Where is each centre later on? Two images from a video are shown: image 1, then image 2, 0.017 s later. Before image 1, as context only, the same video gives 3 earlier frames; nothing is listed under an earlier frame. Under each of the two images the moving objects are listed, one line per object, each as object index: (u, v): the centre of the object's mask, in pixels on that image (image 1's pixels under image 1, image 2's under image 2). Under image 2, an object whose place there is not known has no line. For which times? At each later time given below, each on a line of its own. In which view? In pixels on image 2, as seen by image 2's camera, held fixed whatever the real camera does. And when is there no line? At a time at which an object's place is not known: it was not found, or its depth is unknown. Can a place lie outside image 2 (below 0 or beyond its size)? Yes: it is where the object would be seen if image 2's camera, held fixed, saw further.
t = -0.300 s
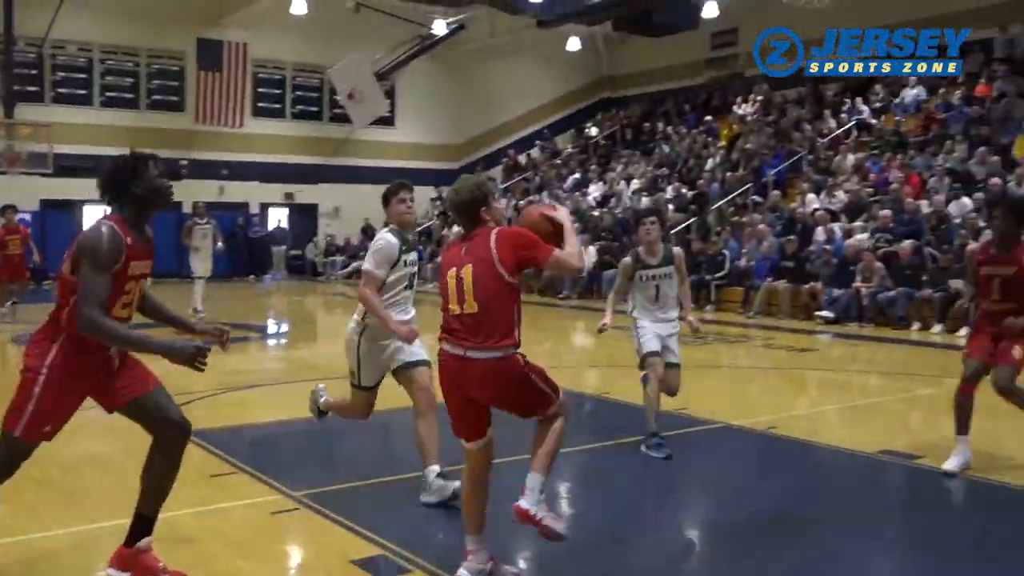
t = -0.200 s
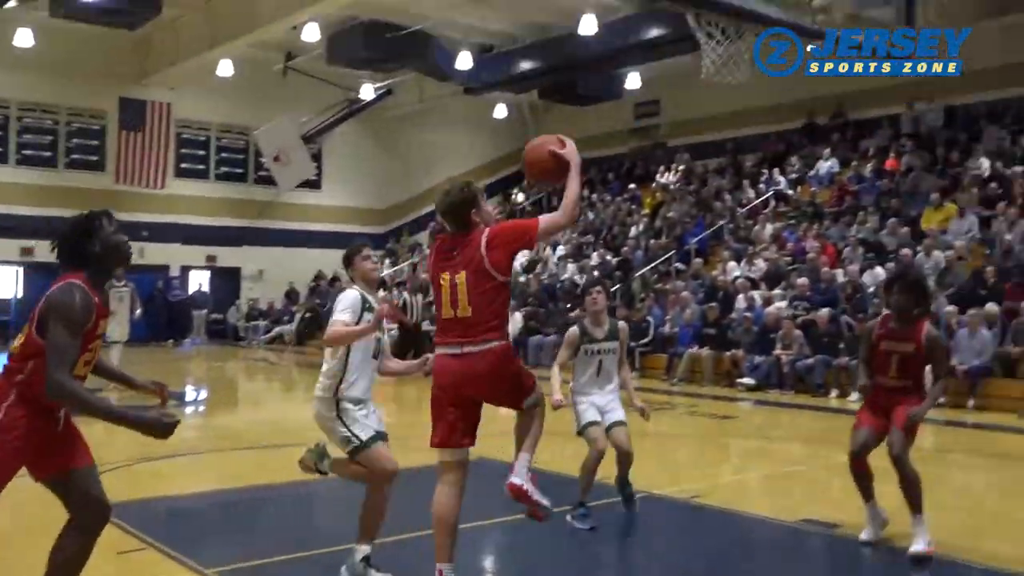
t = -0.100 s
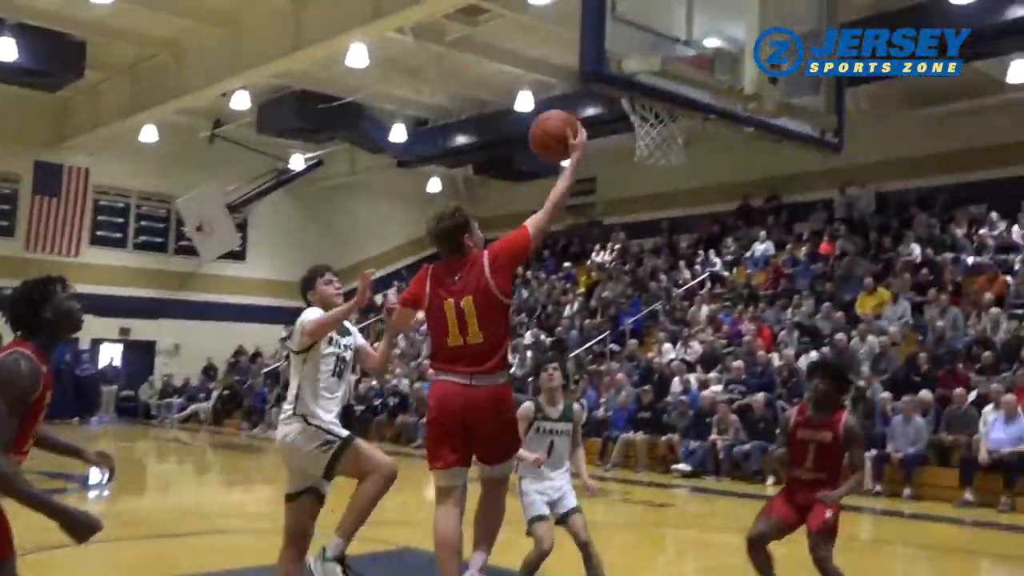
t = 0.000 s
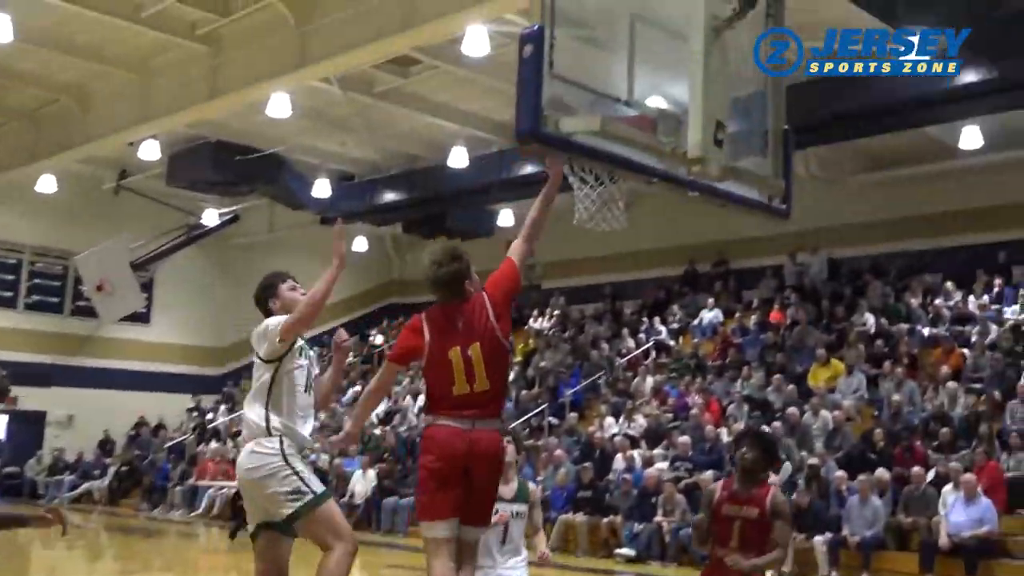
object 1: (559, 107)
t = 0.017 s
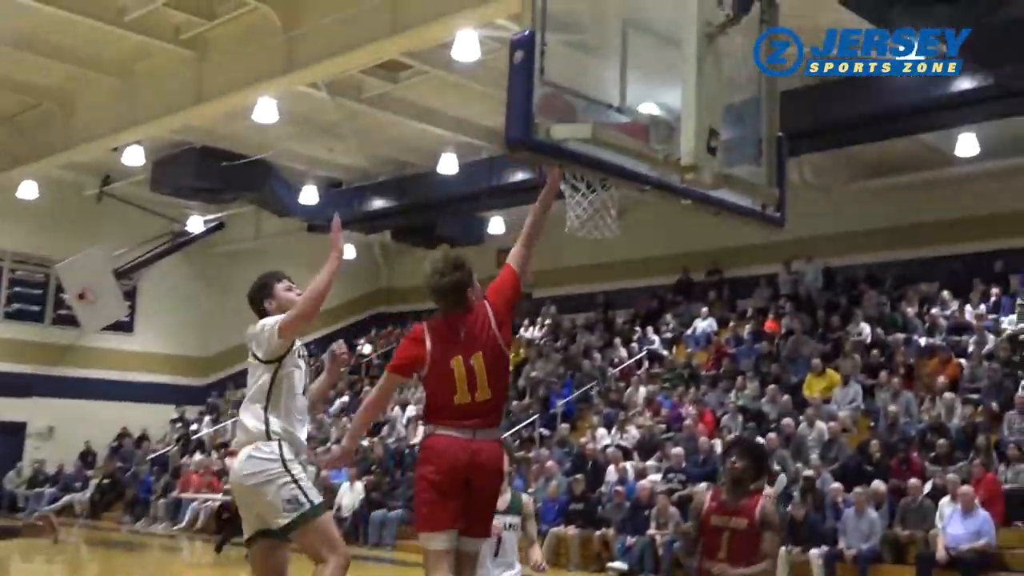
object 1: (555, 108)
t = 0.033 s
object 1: (560, 105)
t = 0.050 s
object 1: (569, 103)
